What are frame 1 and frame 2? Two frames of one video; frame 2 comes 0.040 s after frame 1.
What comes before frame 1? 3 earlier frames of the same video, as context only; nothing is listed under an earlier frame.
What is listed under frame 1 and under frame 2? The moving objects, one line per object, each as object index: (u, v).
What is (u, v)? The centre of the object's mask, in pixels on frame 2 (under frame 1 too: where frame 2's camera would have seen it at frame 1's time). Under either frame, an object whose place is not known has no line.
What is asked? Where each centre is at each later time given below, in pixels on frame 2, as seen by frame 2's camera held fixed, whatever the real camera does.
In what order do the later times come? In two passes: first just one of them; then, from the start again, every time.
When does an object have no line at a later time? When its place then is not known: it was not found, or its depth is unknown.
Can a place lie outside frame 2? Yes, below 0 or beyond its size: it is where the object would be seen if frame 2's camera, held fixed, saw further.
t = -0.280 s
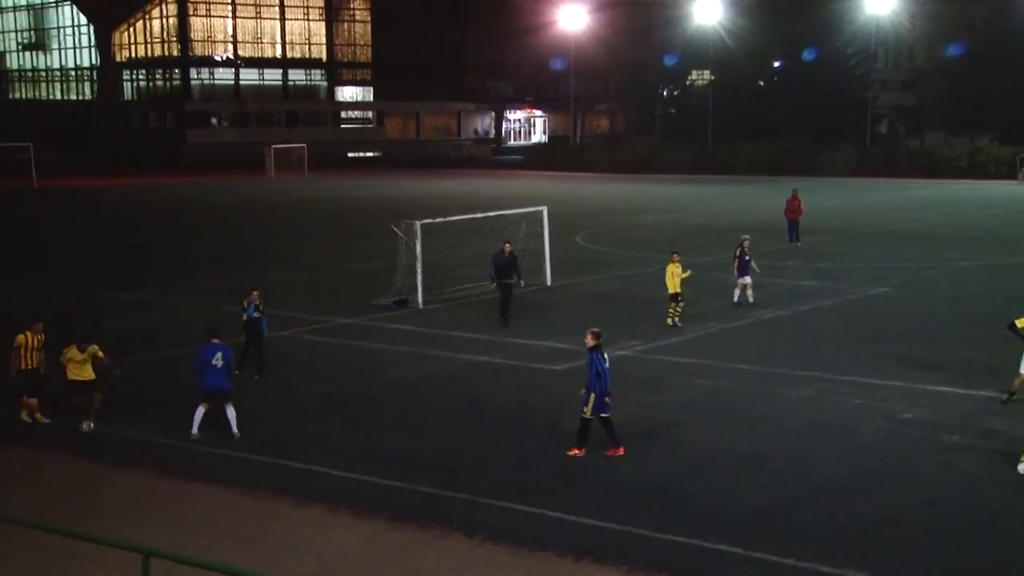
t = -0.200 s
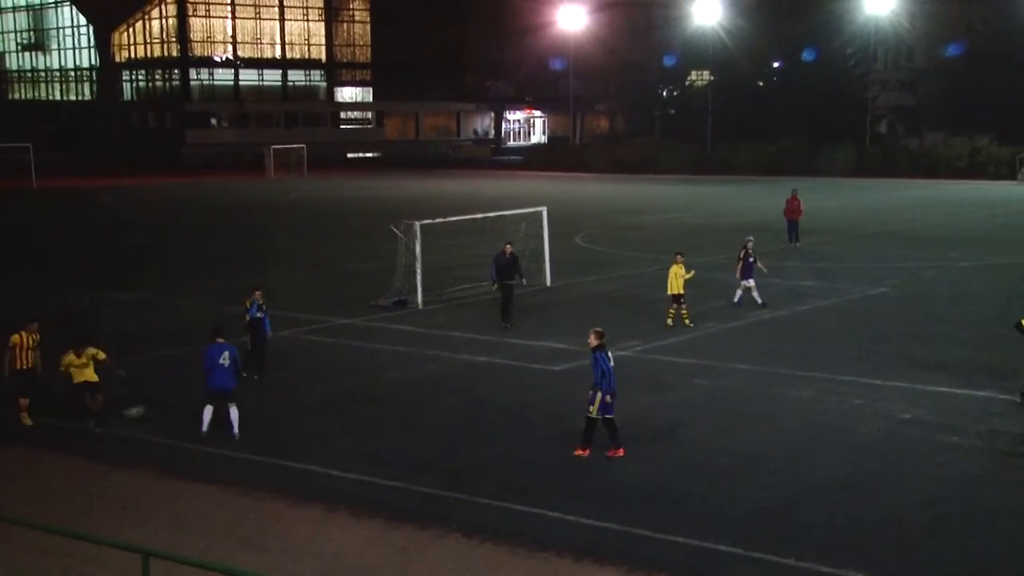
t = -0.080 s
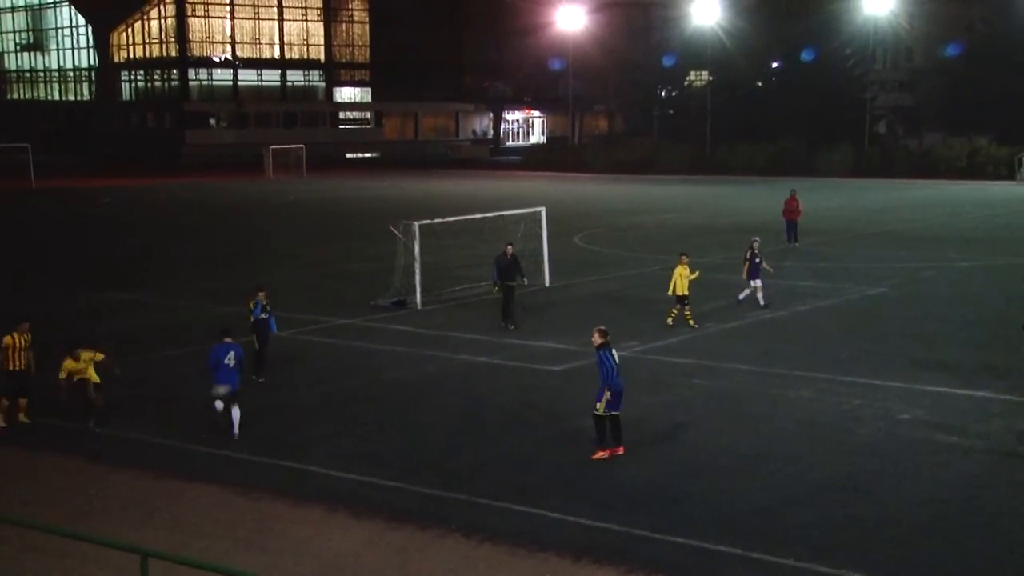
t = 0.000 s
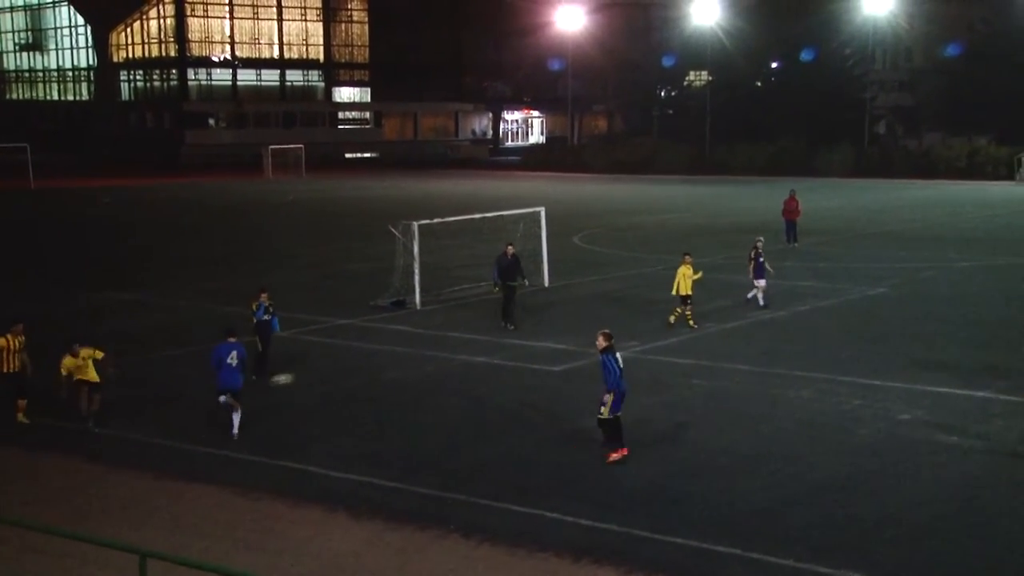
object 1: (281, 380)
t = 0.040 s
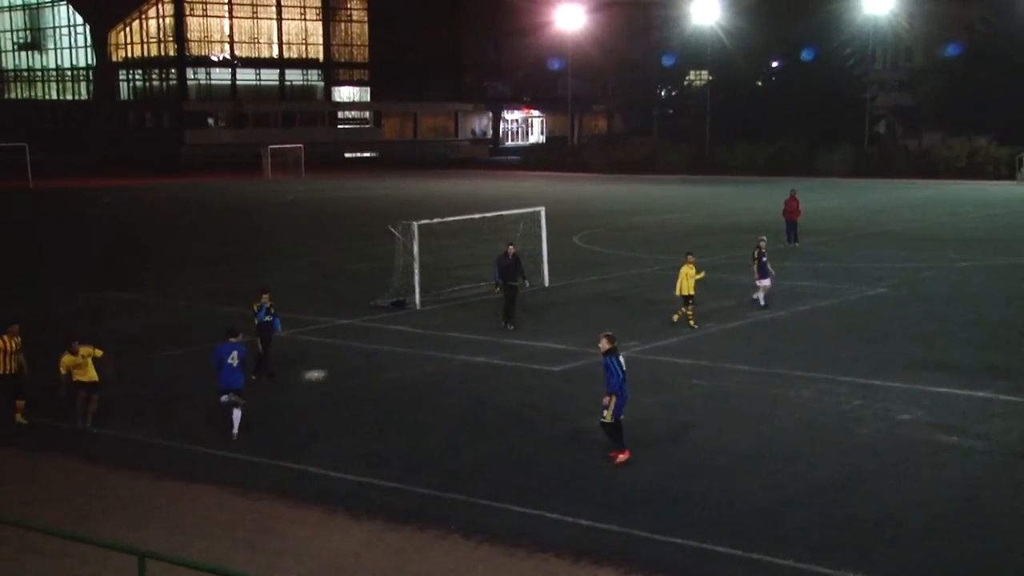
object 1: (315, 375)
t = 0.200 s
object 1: (451, 369)
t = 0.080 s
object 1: (347, 373)
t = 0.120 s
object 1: (382, 371)
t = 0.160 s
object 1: (417, 369)
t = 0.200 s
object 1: (451, 369)
